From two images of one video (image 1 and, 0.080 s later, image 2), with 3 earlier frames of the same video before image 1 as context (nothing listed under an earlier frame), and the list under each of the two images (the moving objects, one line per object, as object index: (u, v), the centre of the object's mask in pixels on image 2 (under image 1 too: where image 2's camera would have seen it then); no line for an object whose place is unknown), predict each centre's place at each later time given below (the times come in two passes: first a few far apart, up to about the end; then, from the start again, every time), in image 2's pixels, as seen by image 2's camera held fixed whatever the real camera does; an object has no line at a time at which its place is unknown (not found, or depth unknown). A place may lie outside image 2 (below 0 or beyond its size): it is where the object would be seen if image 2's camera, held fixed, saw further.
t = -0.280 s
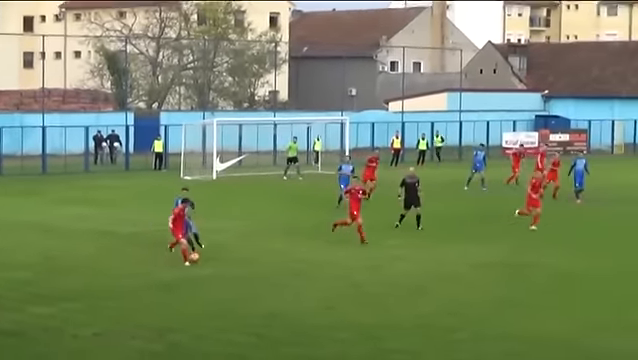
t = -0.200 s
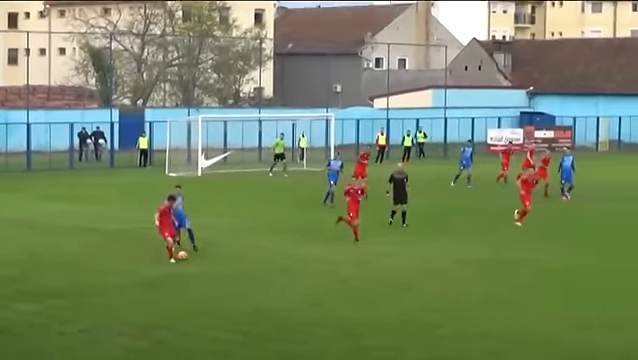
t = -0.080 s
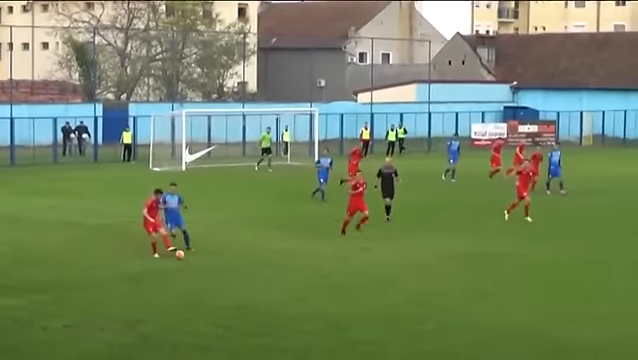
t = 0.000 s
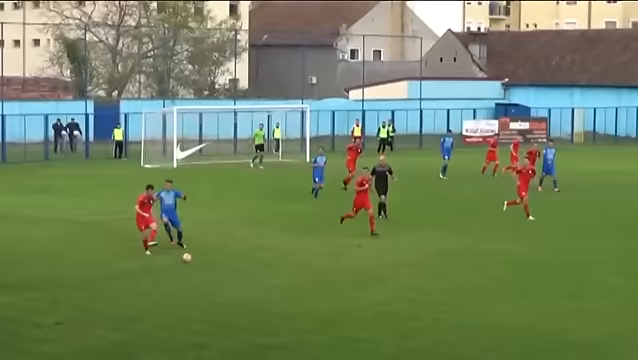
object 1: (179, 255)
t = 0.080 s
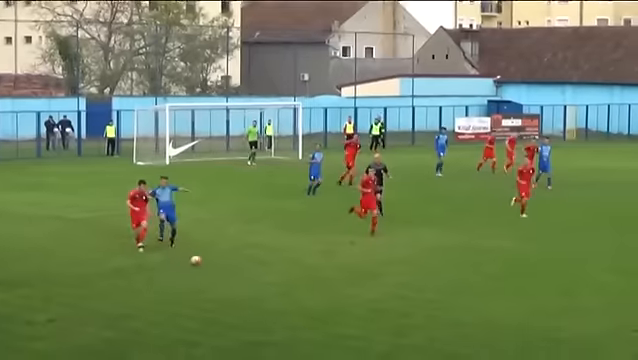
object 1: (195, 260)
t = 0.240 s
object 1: (227, 272)
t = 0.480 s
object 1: (271, 291)
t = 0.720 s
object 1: (309, 306)
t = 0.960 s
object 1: (345, 322)
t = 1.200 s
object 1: (384, 338)
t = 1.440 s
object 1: (424, 355)
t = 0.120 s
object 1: (204, 264)
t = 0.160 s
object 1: (212, 266)
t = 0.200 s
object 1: (219, 269)
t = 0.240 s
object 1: (227, 272)
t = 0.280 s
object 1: (235, 276)
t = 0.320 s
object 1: (243, 278)
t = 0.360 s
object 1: (250, 282)
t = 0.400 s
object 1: (256, 284)
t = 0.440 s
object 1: (264, 287)
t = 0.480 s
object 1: (271, 291)
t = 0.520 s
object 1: (278, 293)
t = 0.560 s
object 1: (284, 295)
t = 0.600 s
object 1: (290, 299)
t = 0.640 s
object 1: (296, 302)
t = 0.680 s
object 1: (303, 304)
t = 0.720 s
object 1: (309, 306)
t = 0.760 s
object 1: (314, 309)
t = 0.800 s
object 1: (321, 311)
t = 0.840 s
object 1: (327, 313)
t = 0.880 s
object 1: (333, 316)
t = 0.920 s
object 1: (339, 319)
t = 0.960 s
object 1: (345, 322)
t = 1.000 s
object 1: (351, 324)
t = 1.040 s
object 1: (358, 326)
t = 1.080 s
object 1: (364, 330)
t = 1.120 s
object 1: (370, 333)
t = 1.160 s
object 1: (377, 336)
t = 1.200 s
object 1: (384, 338)
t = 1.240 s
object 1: (391, 340)
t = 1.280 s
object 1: (397, 344)
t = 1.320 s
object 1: (403, 348)
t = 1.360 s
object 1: (410, 350)
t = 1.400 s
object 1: (417, 352)
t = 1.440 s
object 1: (424, 355)
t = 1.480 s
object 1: (431, 359)
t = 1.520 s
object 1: (437, 363)
